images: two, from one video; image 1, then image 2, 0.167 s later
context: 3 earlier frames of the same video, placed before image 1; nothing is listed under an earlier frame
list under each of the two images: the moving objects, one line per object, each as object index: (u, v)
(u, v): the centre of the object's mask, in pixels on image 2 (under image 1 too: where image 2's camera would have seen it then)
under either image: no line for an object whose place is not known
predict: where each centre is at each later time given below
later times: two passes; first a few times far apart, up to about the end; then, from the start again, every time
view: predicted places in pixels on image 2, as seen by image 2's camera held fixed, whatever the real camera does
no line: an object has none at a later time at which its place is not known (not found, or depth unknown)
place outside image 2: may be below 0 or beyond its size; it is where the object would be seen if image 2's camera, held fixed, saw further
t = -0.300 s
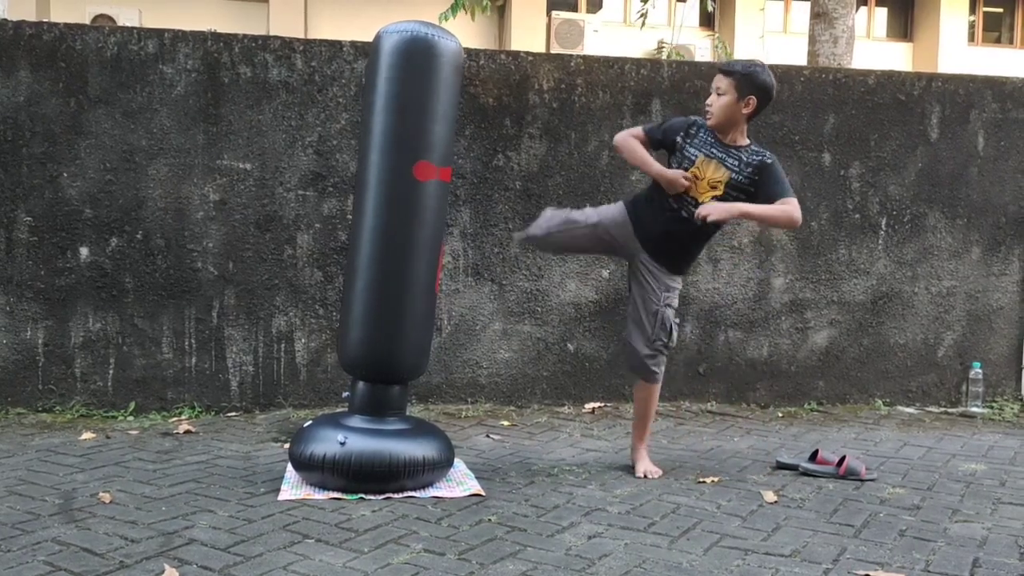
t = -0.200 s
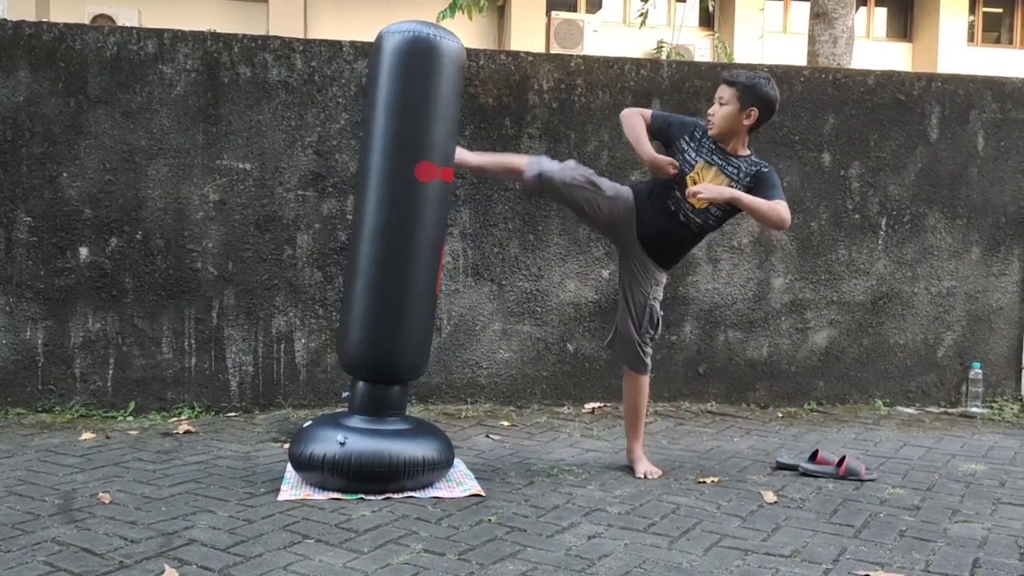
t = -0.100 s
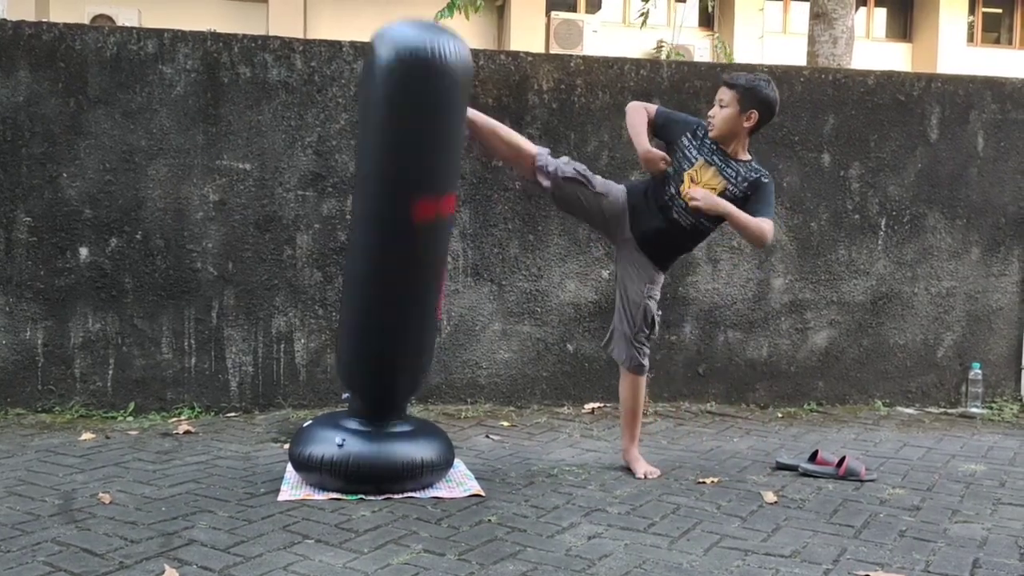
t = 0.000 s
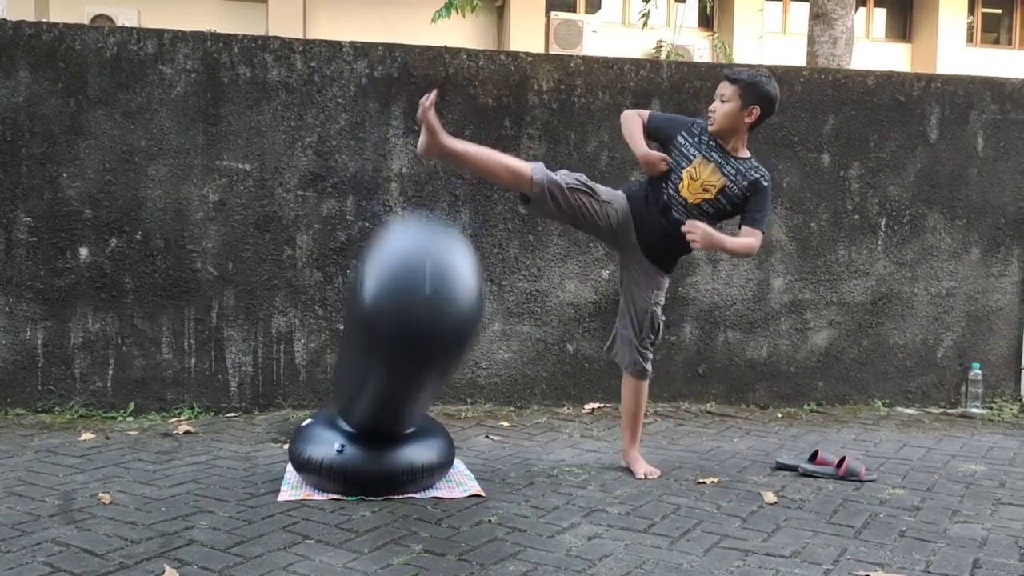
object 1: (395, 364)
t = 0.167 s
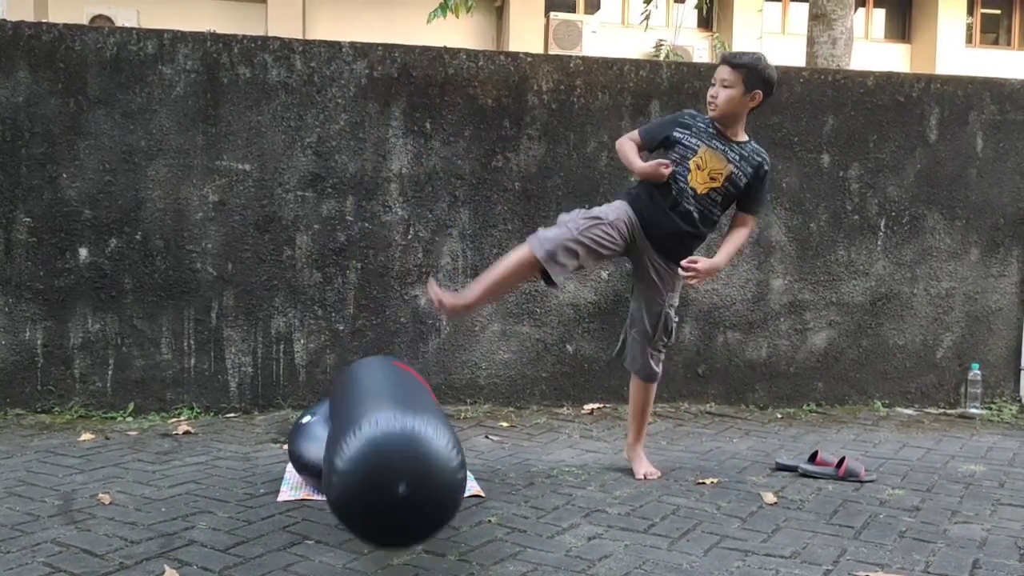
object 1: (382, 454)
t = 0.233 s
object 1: (384, 424)
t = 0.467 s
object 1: (387, 280)
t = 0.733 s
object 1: (378, 292)
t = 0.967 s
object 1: (375, 302)
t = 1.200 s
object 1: (381, 274)
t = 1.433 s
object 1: (393, 269)
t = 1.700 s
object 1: (399, 269)
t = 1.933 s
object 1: (393, 278)
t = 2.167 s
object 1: (386, 279)
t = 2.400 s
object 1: (389, 271)
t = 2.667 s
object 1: (398, 271)
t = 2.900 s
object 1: (399, 273)
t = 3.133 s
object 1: (392, 276)
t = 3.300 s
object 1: (389, 275)
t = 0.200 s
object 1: (381, 438)
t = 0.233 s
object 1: (384, 424)
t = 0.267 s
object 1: (386, 404)
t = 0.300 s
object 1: (387, 381)
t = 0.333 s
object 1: (388, 357)
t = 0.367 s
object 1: (389, 334)
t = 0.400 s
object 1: (389, 313)
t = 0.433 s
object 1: (388, 294)
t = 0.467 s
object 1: (387, 280)
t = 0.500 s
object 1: (387, 271)
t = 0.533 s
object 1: (385, 266)
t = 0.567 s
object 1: (384, 266)
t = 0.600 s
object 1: (383, 271)
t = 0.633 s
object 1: (382, 277)
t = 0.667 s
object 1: (380, 283)
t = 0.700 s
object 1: (379, 288)
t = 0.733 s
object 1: (378, 292)
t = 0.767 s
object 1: (377, 297)
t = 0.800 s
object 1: (376, 302)
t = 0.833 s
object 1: (376, 306)
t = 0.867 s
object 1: (375, 307)
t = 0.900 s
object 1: (375, 306)
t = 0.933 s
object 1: (375, 304)
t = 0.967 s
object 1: (375, 302)
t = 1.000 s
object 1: (375, 298)
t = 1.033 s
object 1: (375, 295)
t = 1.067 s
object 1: (376, 290)
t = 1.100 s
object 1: (377, 286)
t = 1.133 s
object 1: (378, 282)
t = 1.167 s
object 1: (379, 277)
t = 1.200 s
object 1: (381, 274)
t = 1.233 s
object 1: (383, 271)
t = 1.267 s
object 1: (385, 270)
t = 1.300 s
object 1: (386, 269)
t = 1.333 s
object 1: (388, 269)
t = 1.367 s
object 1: (391, 269)
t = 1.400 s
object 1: (392, 268)
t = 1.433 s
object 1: (393, 269)
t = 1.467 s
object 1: (395, 269)
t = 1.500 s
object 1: (396, 269)
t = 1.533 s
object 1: (397, 268)
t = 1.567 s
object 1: (398, 270)
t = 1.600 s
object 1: (398, 269)
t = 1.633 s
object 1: (398, 269)
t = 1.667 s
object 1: (399, 269)
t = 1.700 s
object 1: (399, 269)
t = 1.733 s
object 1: (399, 269)
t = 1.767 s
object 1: (398, 270)
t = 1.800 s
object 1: (398, 271)
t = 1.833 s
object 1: (397, 273)
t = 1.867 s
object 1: (395, 275)
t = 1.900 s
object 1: (394, 276)
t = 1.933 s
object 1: (393, 278)
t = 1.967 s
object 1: (392, 280)
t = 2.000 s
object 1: (391, 282)
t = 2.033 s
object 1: (390, 282)
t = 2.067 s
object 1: (388, 281)
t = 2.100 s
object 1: (388, 281)
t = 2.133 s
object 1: (387, 280)
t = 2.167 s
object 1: (386, 279)
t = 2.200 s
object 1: (386, 278)
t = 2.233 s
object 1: (386, 277)
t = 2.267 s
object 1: (387, 276)
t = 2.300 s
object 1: (387, 274)
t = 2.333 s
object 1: (387, 273)
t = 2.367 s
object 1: (388, 272)
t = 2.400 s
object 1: (389, 271)
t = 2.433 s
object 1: (390, 270)
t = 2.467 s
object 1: (391, 269)
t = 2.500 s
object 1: (393, 270)
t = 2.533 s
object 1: (394, 270)
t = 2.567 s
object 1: (396, 269)
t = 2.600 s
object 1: (396, 269)
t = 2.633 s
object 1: (397, 270)
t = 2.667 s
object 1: (398, 271)
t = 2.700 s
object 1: (399, 271)
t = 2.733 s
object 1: (400, 271)
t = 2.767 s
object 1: (400, 271)
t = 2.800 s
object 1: (400, 271)
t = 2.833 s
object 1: (400, 272)
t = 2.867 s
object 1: (399, 272)
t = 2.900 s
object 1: (399, 273)
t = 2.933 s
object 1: (398, 274)
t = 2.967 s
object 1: (397, 274)
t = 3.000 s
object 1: (396, 275)
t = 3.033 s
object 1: (395, 275)
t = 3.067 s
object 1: (394, 275)
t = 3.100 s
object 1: (393, 275)
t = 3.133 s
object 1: (392, 276)
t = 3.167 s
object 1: (391, 276)
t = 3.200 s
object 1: (390, 276)
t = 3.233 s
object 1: (389, 275)
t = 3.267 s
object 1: (389, 275)
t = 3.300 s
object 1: (389, 275)
